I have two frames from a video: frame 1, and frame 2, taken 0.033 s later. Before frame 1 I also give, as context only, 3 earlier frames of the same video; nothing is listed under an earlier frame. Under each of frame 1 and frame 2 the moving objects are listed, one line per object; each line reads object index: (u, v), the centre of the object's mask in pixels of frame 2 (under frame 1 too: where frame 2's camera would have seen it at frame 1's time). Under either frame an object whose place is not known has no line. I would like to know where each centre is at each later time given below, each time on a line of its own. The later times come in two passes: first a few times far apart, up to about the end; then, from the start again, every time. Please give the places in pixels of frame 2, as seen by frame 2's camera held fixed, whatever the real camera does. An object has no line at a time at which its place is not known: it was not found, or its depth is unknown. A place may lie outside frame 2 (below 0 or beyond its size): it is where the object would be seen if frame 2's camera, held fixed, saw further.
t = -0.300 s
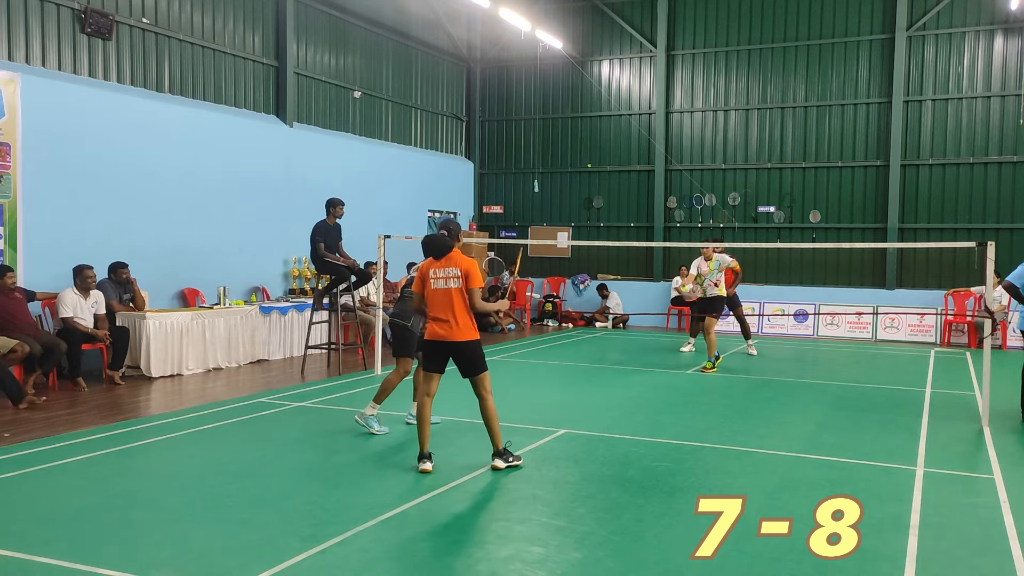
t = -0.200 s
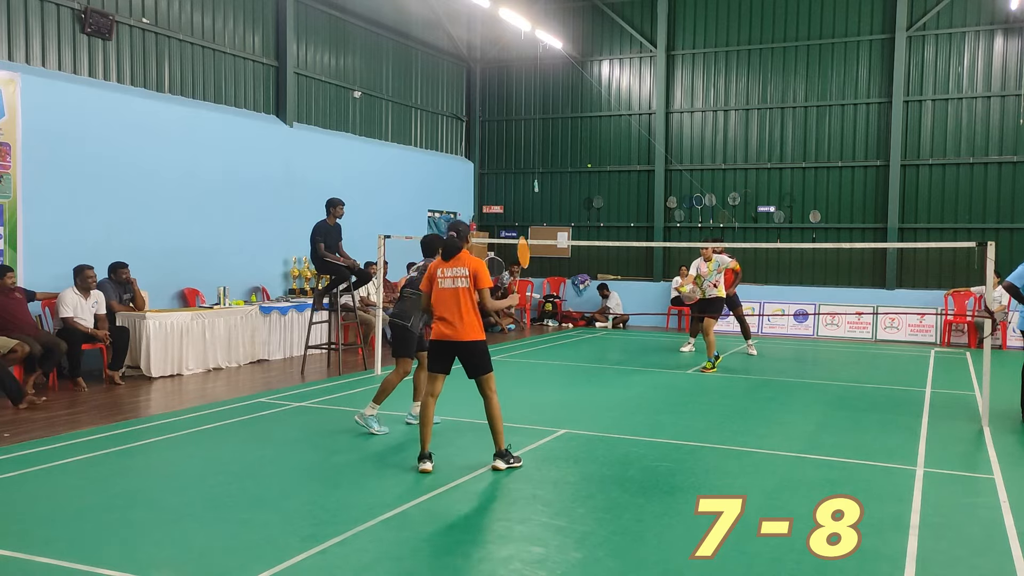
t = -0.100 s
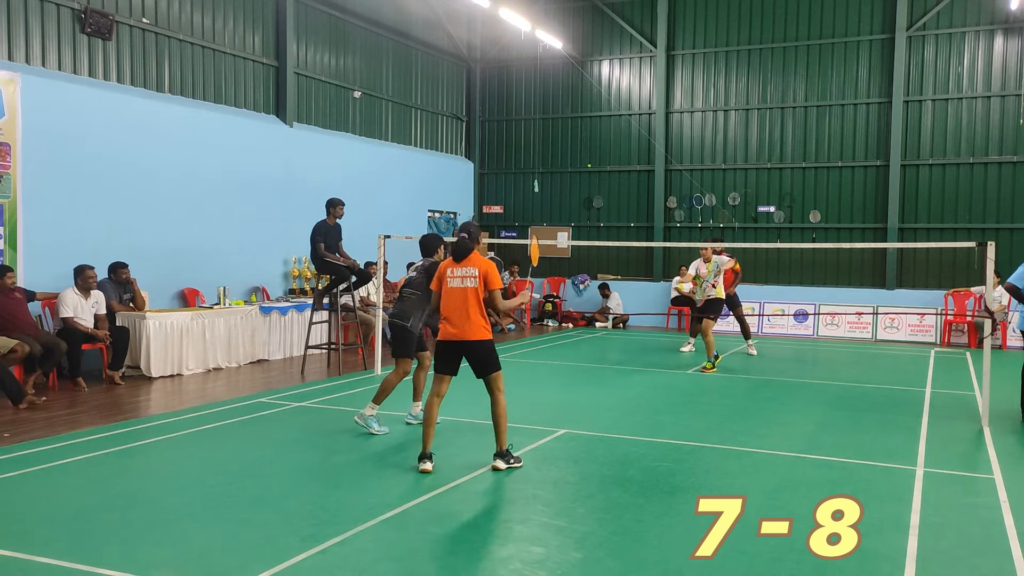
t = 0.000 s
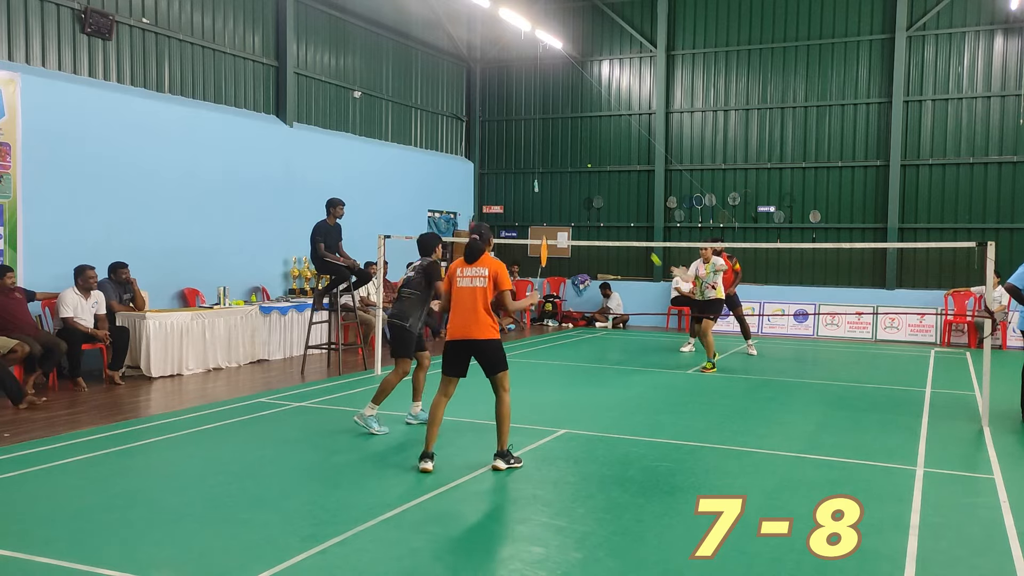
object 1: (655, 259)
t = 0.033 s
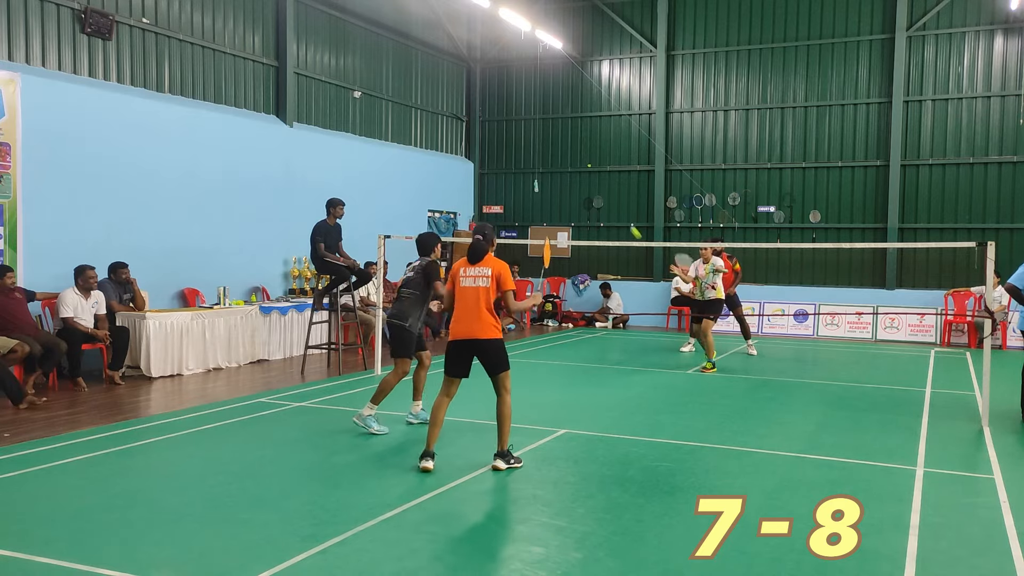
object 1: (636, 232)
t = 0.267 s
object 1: (506, 106)
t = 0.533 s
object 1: (367, 44)
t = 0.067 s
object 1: (615, 209)
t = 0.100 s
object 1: (597, 189)
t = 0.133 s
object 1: (578, 169)
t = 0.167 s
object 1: (560, 151)
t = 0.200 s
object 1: (541, 135)
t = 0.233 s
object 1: (523, 120)
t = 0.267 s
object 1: (506, 106)
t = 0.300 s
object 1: (488, 94)
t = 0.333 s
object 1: (471, 82)
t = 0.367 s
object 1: (454, 72)
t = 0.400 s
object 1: (437, 64)
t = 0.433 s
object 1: (419, 57)
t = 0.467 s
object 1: (401, 51)
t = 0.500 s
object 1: (384, 47)
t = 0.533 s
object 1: (367, 44)
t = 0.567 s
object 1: (350, 42)
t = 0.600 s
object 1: (332, 42)
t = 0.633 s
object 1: (315, 44)
